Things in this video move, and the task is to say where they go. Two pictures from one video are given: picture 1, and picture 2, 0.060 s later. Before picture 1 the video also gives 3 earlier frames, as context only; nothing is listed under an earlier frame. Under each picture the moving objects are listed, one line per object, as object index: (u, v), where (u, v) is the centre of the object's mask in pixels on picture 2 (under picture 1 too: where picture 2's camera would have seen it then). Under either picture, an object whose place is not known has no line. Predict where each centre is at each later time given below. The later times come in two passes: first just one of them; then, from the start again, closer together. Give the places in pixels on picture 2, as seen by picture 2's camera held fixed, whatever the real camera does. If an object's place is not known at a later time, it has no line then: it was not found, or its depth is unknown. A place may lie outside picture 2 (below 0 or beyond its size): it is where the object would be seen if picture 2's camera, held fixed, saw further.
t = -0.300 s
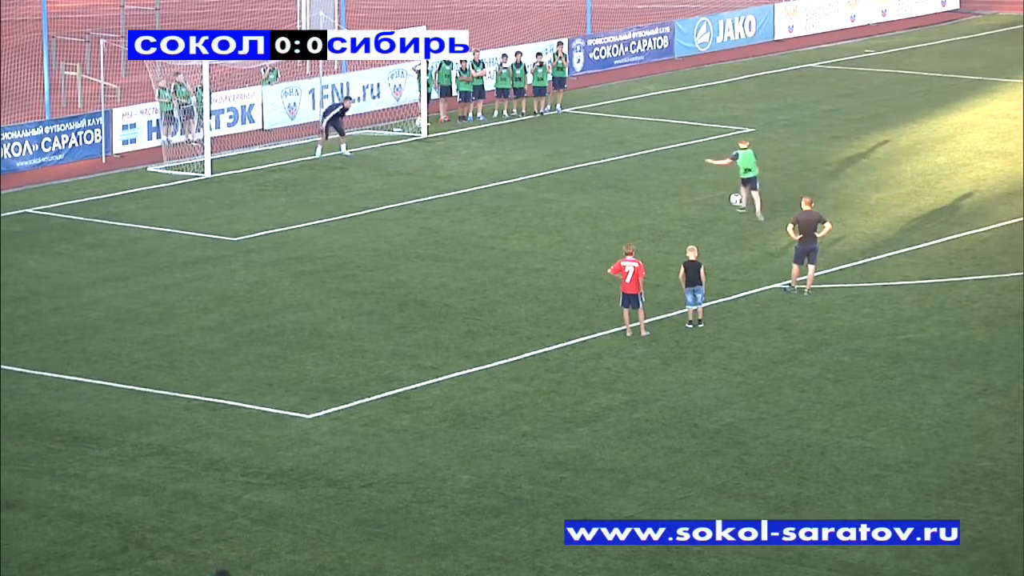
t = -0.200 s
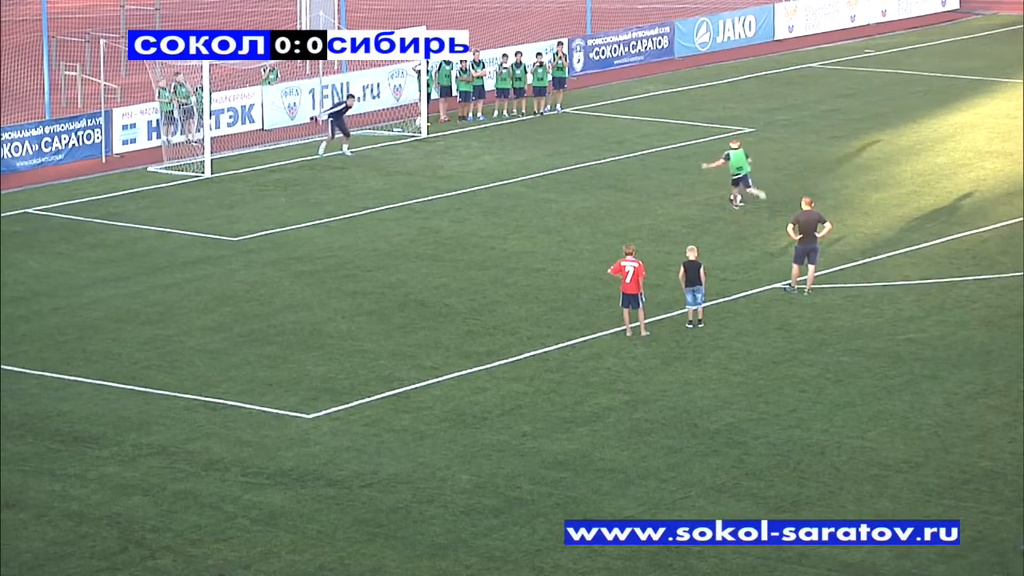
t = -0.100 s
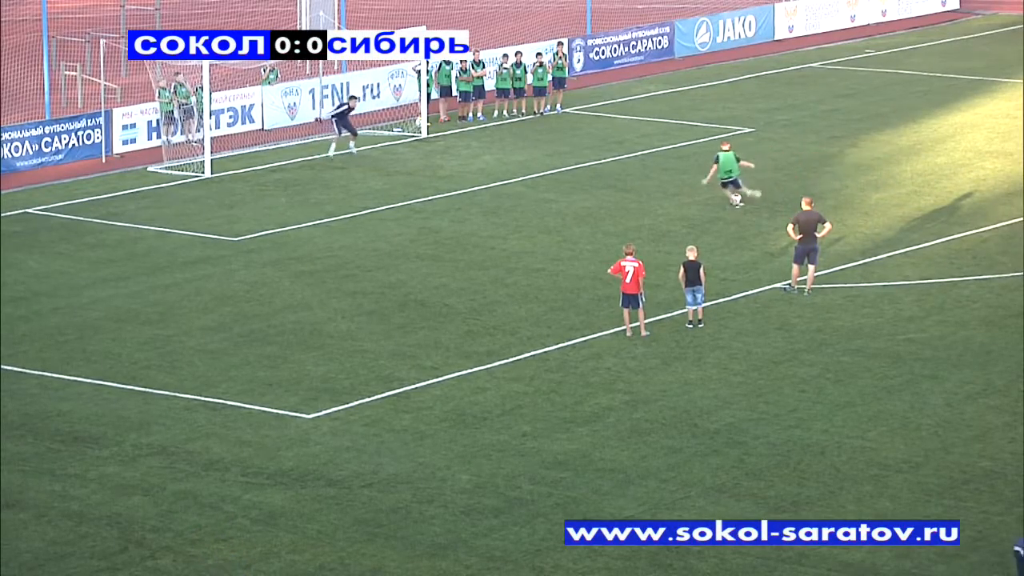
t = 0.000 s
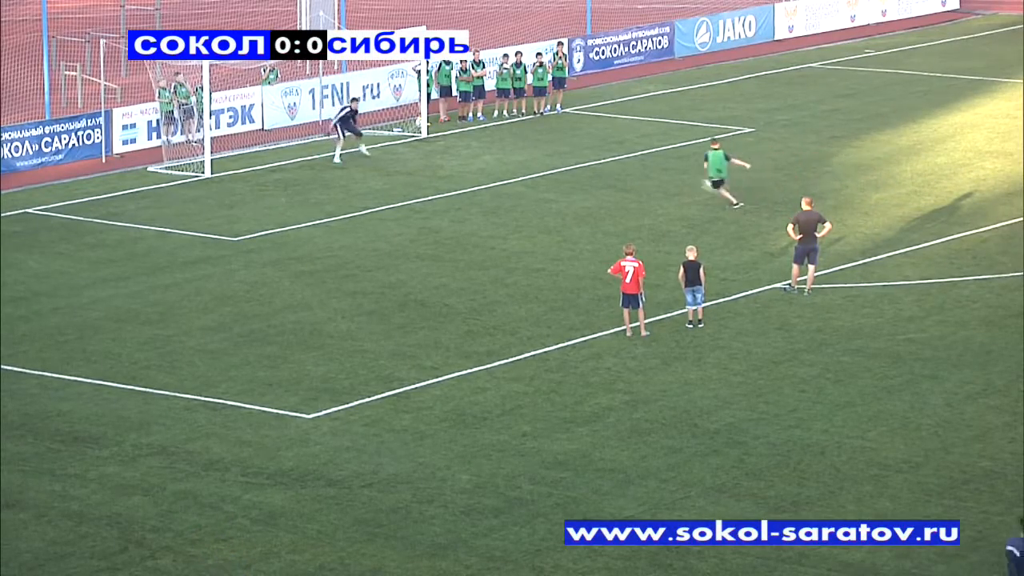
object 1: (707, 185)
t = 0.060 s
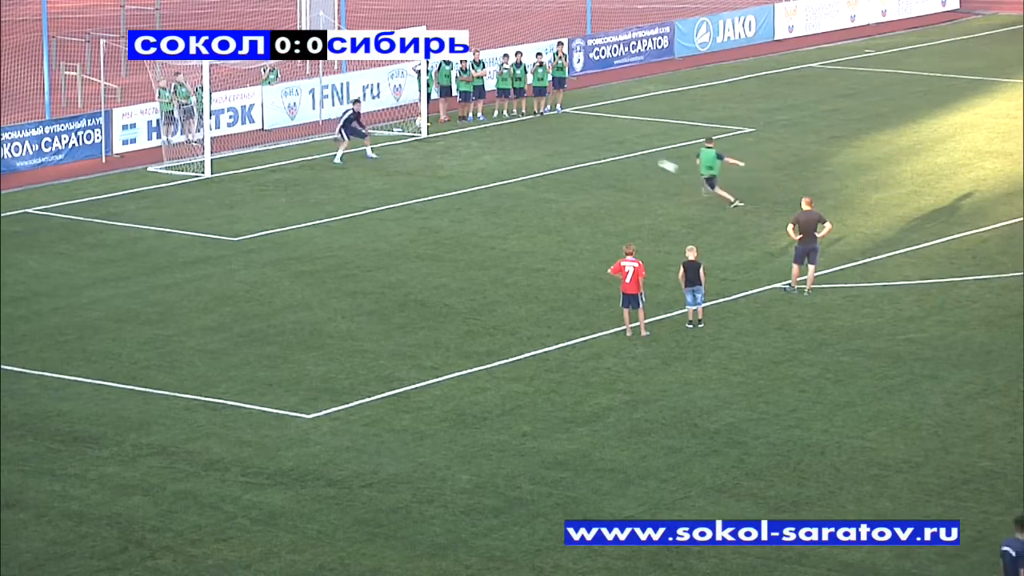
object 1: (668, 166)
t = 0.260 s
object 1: (534, 116)
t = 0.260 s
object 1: (534, 116)
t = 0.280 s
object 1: (521, 112)
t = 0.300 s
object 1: (510, 109)
